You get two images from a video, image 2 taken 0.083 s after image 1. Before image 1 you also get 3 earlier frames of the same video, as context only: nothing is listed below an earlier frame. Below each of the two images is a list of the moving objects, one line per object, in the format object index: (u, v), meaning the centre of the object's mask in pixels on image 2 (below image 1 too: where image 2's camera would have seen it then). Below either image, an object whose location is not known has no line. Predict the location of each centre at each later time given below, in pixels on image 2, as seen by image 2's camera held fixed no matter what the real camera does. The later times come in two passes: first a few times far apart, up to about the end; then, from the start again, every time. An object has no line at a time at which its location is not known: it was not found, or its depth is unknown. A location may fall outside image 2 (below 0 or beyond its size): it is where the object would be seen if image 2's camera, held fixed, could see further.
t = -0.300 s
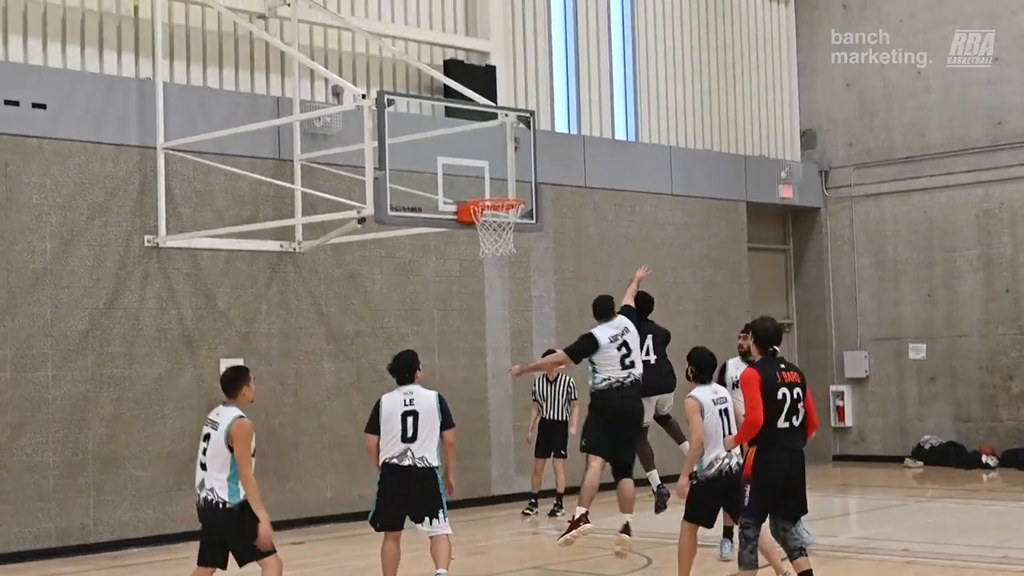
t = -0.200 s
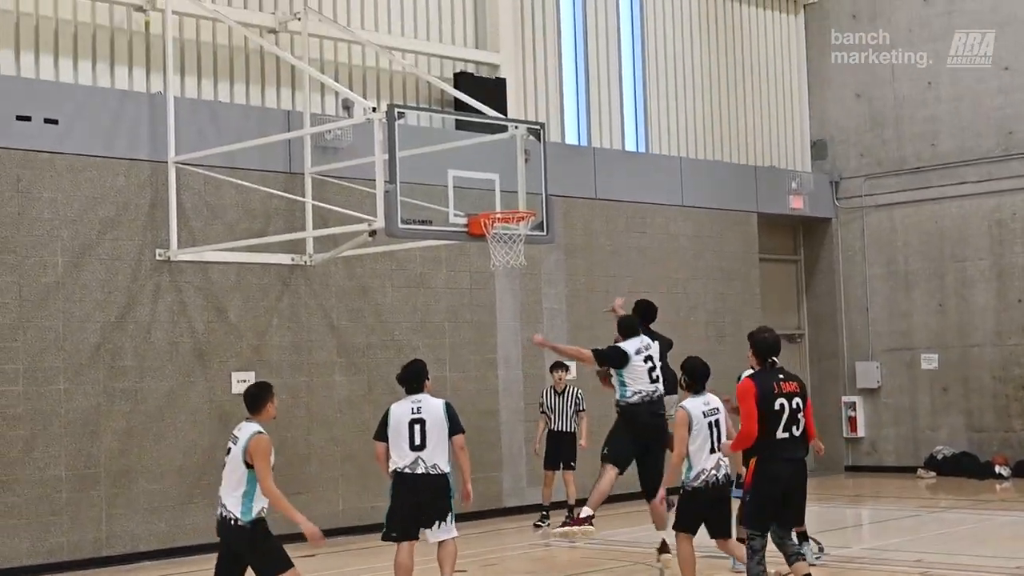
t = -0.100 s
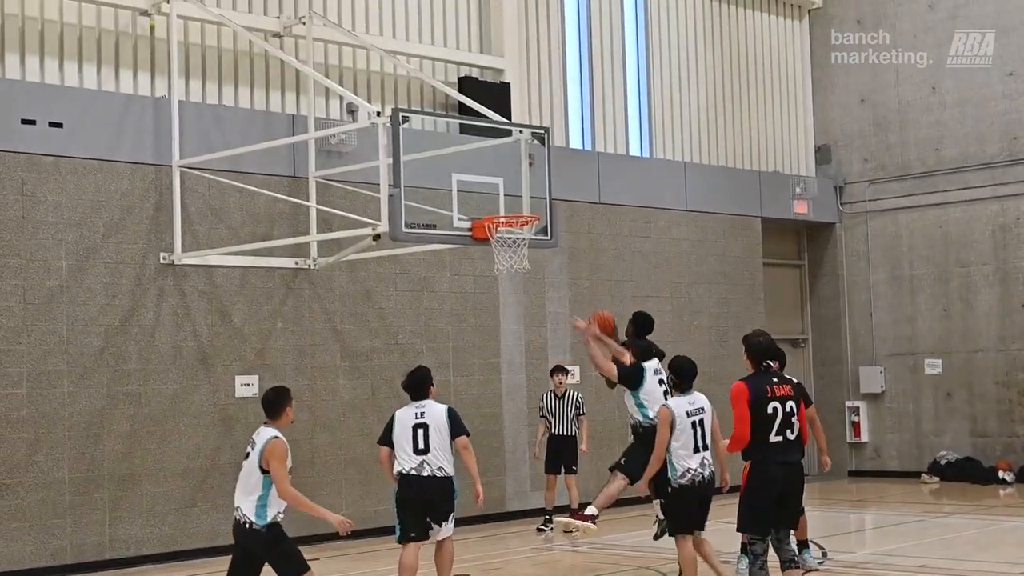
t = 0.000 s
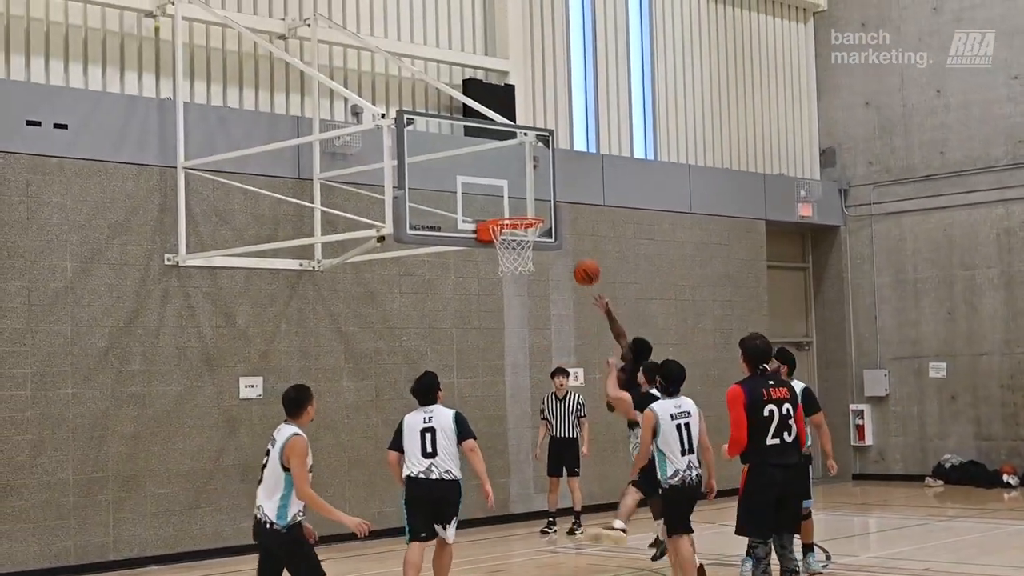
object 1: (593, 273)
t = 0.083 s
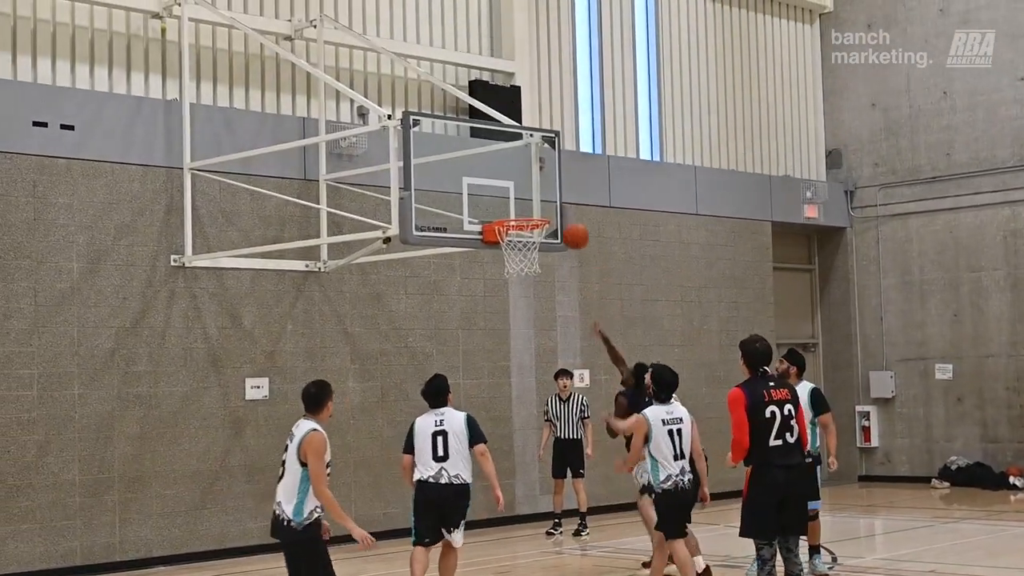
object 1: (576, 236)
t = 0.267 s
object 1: (538, 180)
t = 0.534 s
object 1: (506, 171)
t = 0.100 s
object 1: (572, 229)
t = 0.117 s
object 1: (569, 223)
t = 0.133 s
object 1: (565, 217)
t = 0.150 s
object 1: (561, 211)
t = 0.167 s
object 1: (558, 206)
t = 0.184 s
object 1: (555, 201)
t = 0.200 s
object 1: (551, 196)
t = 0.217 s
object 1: (547, 191)
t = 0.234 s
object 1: (544, 187)
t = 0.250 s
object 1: (541, 183)
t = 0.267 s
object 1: (538, 180)
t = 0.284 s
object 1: (534, 176)
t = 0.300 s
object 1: (531, 173)
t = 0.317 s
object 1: (528, 171)
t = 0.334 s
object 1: (527, 169)
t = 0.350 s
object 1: (525, 168)
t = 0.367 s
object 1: (522, 166)
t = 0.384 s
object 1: (521, 165)
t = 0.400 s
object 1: (520, 165)
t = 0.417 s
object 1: (518, 164)
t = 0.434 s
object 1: (516, 165)
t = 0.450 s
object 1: (515, 165)
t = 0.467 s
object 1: (513, 165)
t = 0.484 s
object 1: (511, 166)
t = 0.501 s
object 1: (510, 167)
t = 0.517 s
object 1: (508, 169)
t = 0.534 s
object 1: (506, 171)
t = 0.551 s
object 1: (505, 173)
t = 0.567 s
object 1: (503, 176)
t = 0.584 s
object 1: (502, 178)
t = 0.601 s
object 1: (500, 181)
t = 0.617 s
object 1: (498, 185)
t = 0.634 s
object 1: (496, 189)
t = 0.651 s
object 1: (495, 193)
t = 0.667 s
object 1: (493, 197)
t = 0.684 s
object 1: (492, 202)
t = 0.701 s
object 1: (490, 207)
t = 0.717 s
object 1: (489, 212)
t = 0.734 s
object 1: (487, 218)
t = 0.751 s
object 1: (485, 225)
